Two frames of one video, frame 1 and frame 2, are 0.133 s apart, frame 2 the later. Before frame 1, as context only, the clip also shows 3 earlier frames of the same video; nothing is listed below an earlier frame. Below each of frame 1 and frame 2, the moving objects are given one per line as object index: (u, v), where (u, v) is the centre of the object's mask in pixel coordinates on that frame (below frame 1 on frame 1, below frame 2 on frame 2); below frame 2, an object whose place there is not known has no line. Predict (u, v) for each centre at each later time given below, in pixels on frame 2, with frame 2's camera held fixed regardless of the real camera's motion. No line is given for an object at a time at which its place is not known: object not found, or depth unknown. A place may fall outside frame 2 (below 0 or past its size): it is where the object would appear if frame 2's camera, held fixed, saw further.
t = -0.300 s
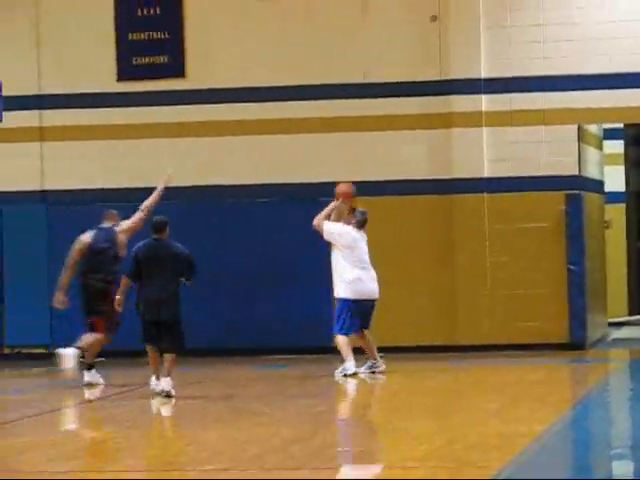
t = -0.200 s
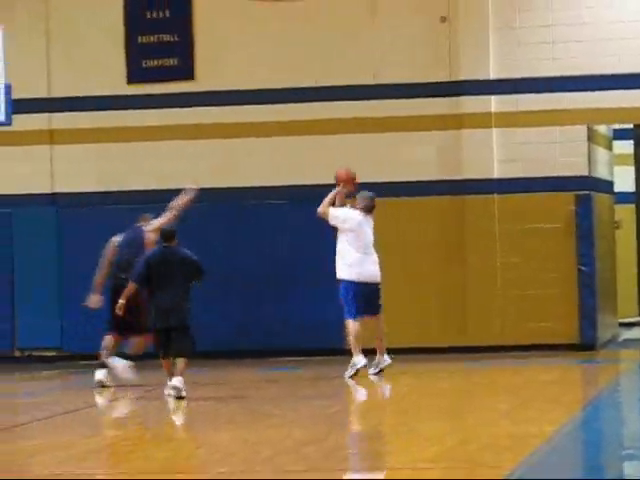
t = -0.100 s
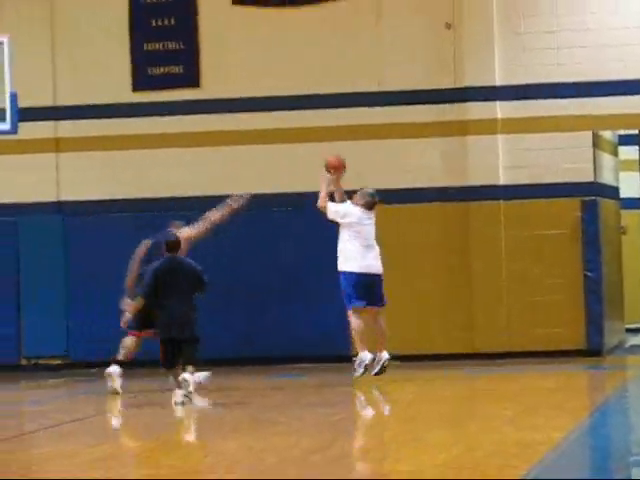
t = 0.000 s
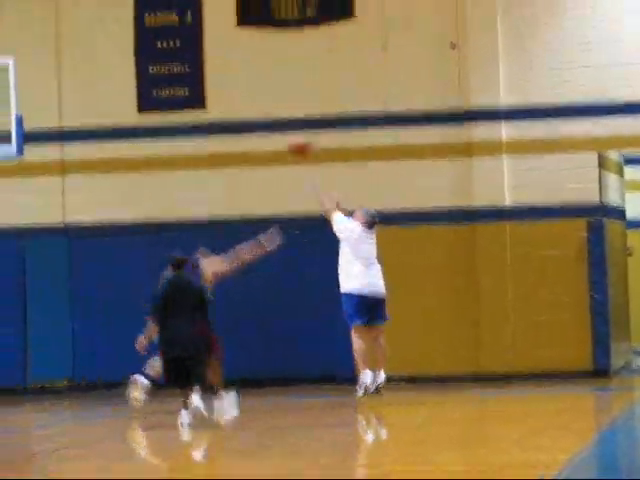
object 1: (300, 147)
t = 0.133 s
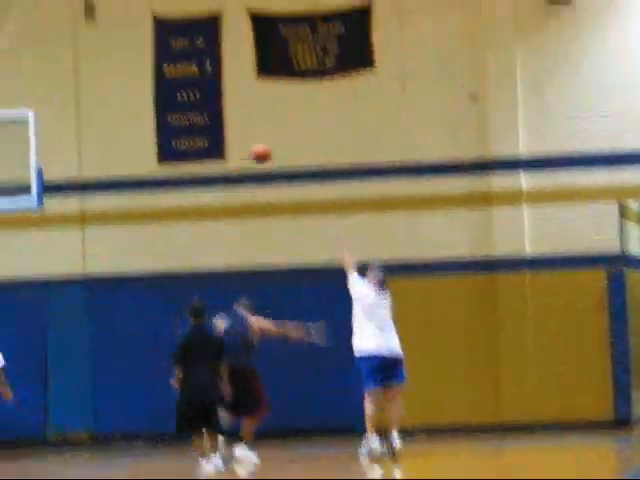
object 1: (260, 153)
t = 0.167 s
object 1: (245, 145)
